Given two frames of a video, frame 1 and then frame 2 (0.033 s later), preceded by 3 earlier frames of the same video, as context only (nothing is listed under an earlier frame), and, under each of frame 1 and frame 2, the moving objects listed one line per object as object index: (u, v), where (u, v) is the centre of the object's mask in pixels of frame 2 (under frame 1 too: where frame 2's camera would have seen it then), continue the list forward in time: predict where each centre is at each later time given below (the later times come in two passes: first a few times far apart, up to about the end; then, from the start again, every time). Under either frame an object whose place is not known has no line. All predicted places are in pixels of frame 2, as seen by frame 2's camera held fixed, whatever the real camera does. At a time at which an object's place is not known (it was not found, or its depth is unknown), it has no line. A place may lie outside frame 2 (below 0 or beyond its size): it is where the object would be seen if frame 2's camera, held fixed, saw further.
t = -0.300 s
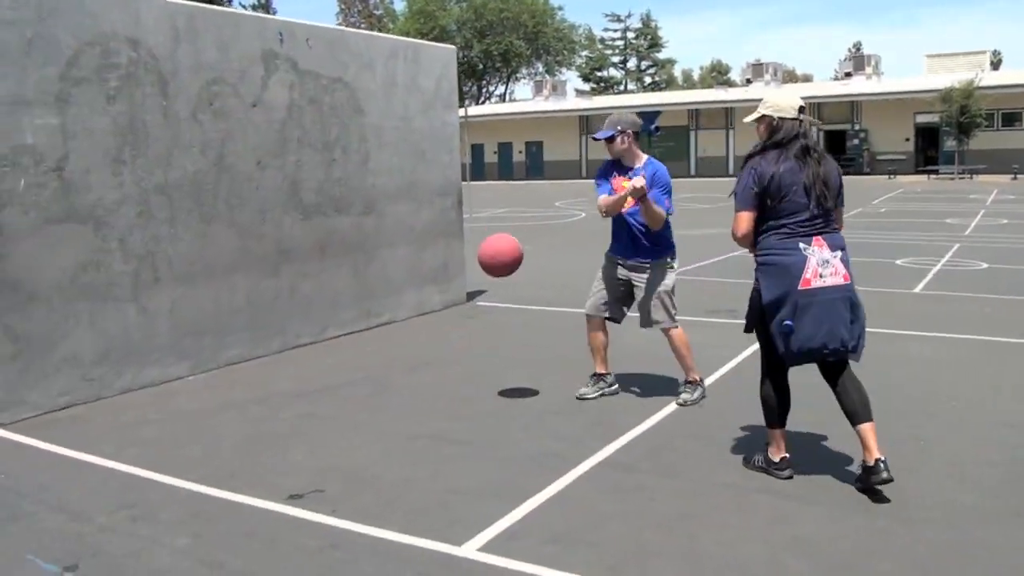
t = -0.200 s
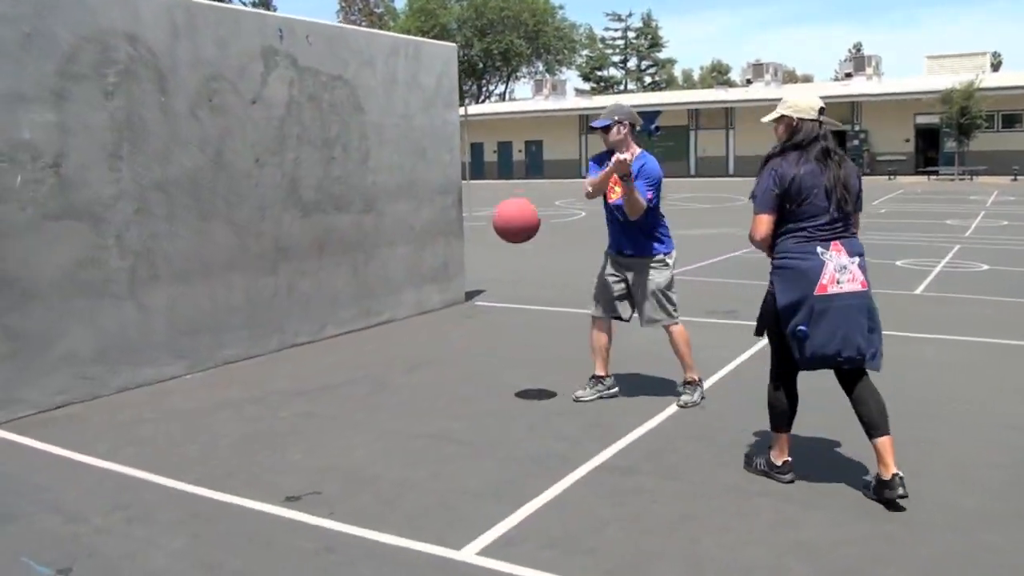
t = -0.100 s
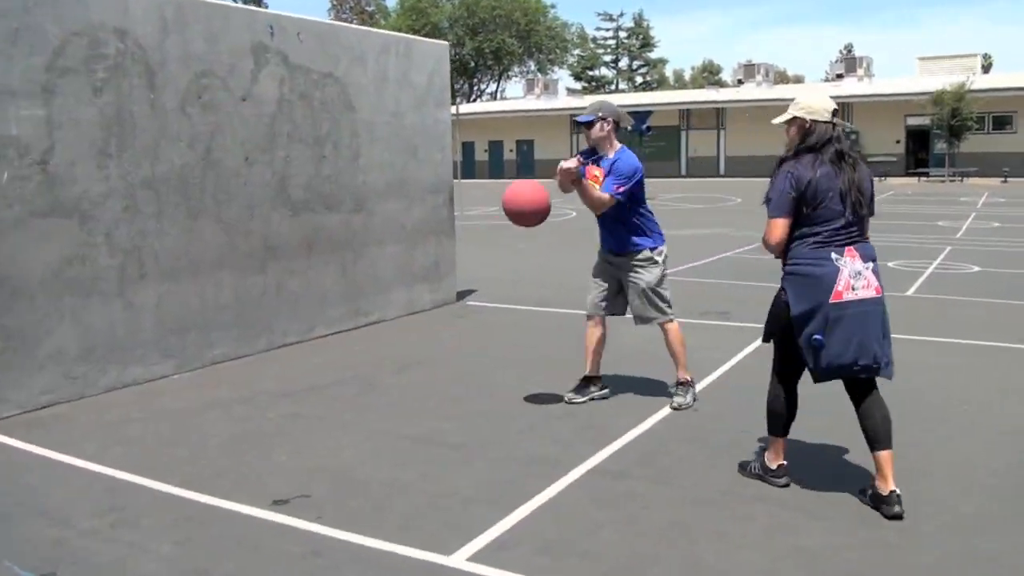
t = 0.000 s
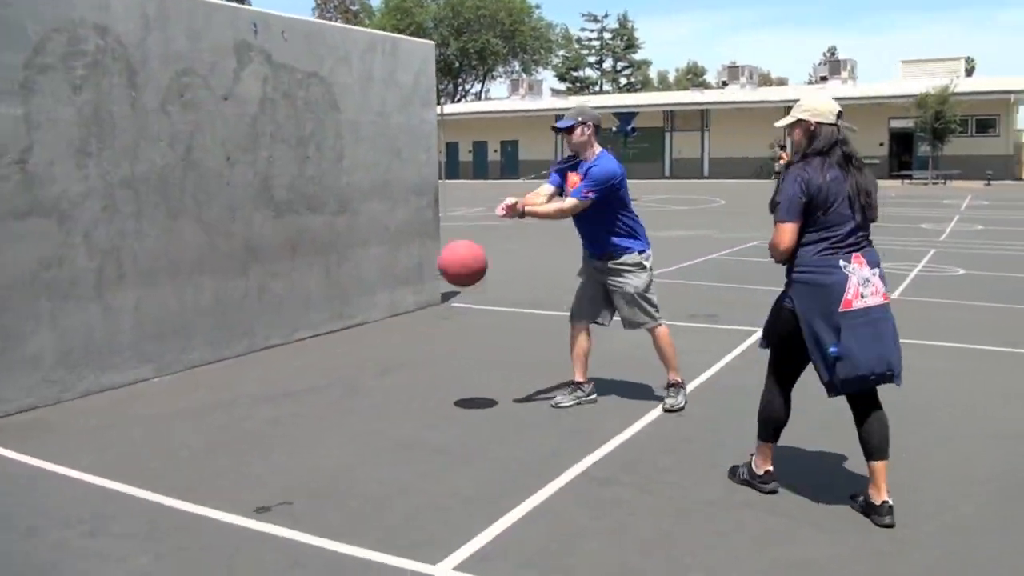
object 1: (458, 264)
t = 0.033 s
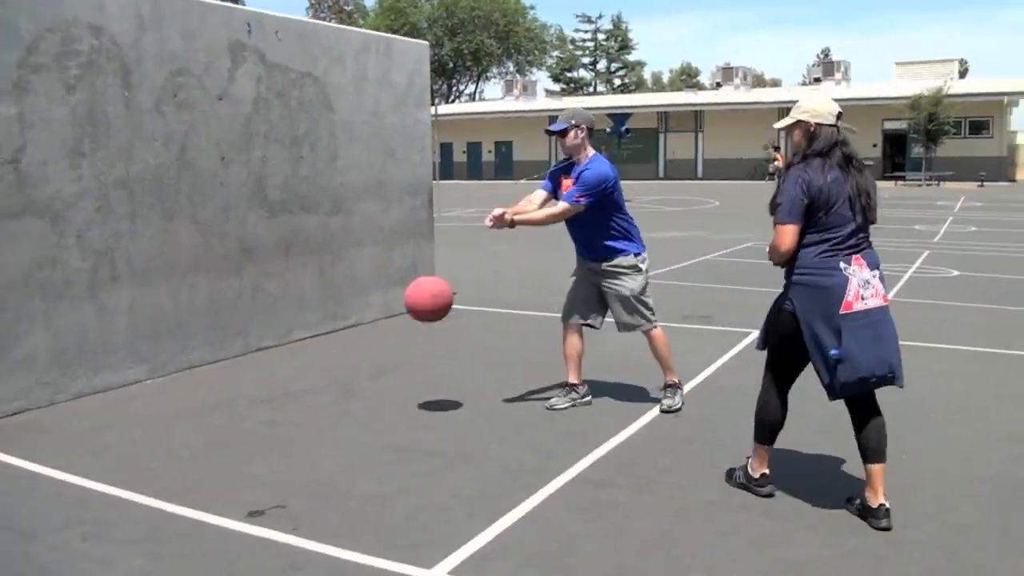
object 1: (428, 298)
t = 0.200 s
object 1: (321, 331)
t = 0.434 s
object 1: (220, 185)
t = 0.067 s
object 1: (400, 334)
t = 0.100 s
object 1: (373, 370)
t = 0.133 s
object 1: (353, 392)
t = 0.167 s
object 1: (337, 361)
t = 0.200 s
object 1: (321, 331)
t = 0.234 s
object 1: (306, 303)
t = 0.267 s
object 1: (290, 277)
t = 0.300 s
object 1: (275, 254)
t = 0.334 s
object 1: (260, 234)
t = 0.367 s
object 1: (246, 215)
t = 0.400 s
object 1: (233, 199)
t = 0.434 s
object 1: (220, 185)
